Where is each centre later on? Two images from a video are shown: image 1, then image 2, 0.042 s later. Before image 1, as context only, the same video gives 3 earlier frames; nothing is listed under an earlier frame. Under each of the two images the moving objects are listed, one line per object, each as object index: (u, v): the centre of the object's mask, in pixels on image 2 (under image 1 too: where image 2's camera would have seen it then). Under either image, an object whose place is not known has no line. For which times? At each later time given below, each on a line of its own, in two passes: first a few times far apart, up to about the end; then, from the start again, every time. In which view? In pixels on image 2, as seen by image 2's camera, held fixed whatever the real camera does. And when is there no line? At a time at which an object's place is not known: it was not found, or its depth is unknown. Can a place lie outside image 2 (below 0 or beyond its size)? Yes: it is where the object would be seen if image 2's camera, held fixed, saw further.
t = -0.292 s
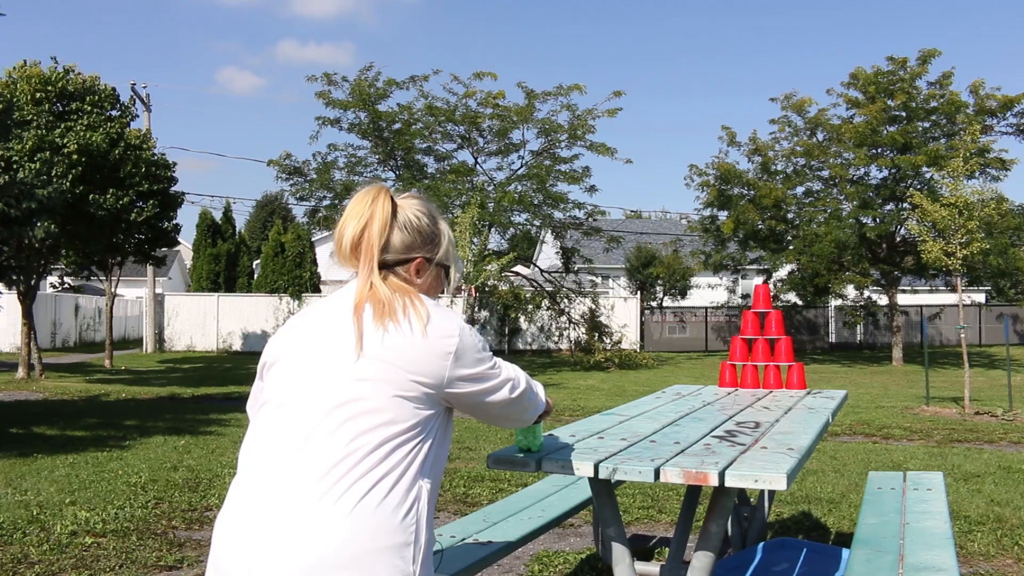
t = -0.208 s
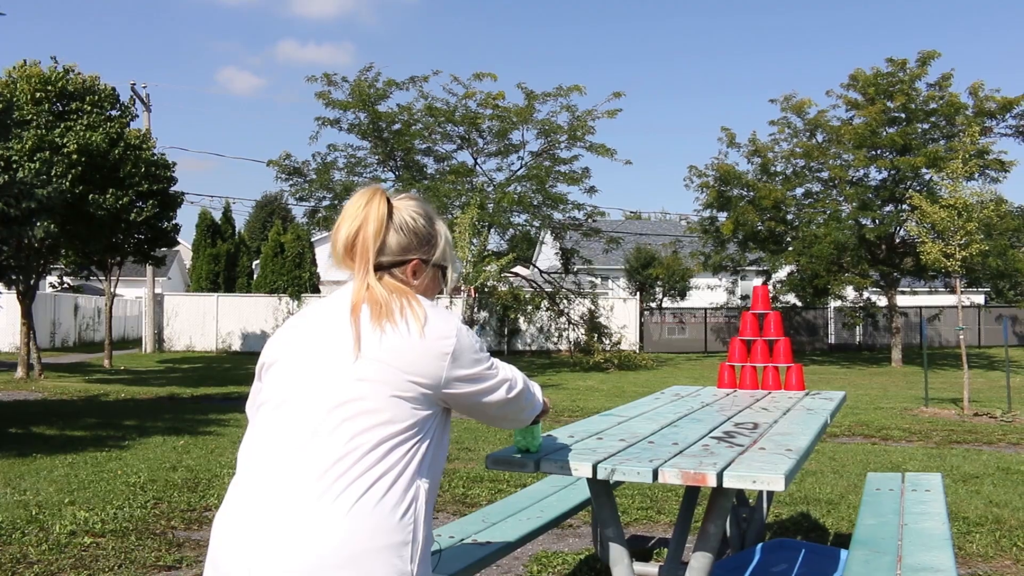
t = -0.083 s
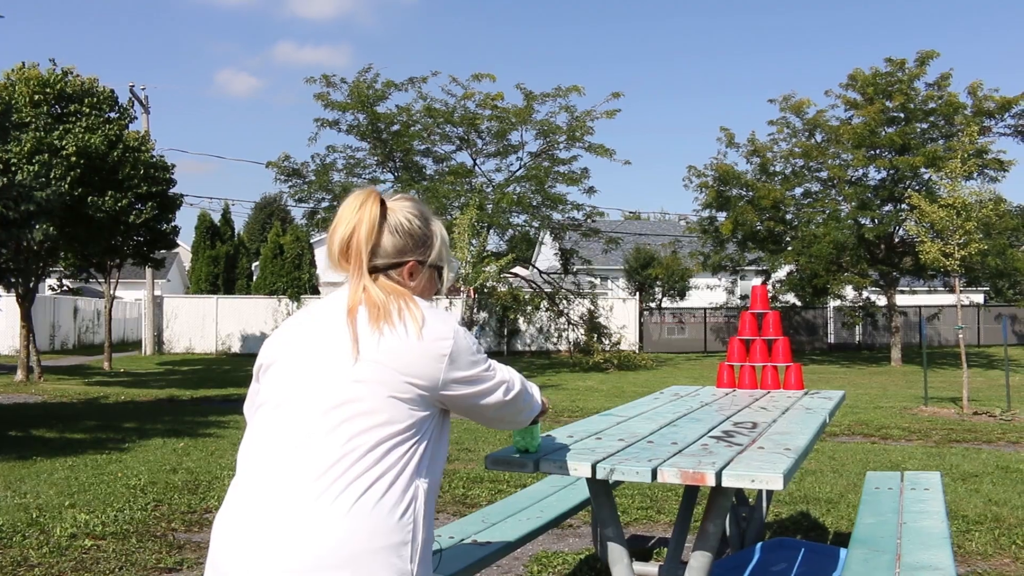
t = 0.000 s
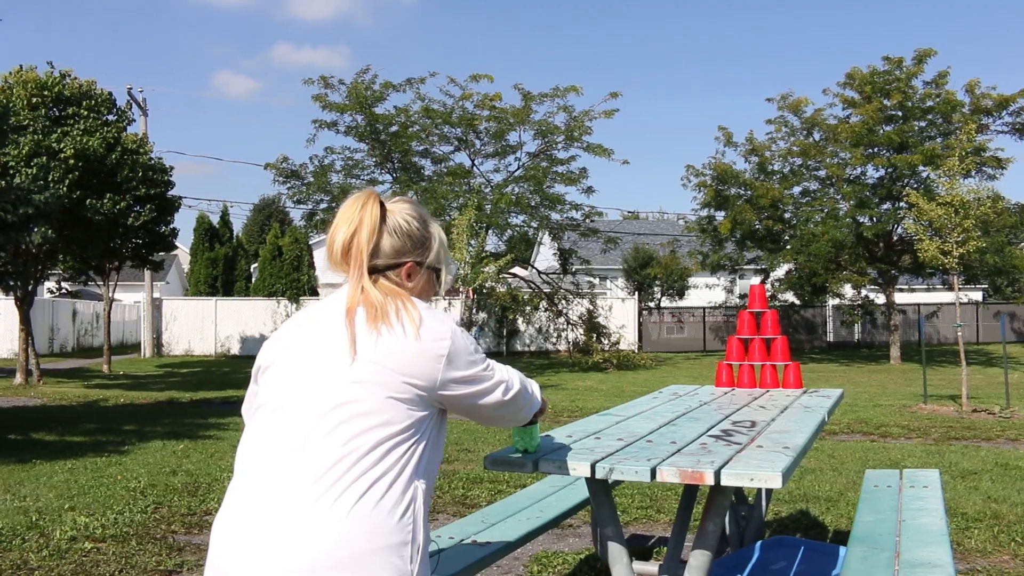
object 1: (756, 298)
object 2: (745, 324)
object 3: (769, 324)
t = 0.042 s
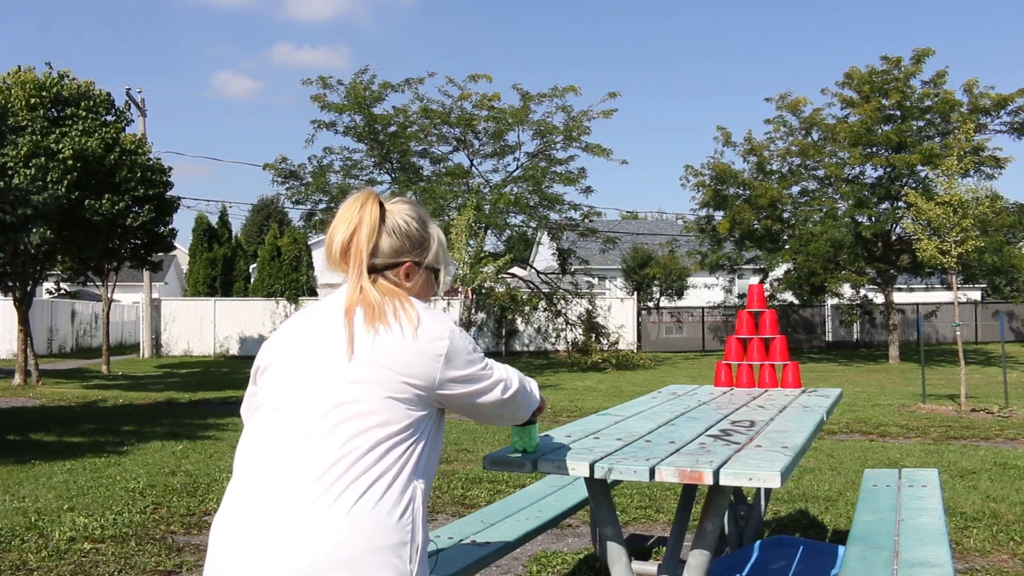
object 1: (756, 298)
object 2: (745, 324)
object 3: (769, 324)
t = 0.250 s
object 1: (752, 298)
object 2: (742, 325)
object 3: (765, 324)
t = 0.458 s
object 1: (742, 303)
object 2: (735, 329)
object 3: (757, 328)
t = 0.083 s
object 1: (756, 298)
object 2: (745, 324)
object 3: (768, 324)
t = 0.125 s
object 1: (755, 298)
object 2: (745, 324)
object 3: (767, 324)
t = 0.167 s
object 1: (754, 298)
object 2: (744, 325)
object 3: (766, 324)
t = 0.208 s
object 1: (753, 298)
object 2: (743, 325)
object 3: (766, 324)
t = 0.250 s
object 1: (752, 298)
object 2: (742, 325)
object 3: (765, 324)
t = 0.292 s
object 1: (750, 298)
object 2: (741, 325)
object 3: (763, 324)
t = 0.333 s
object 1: (749, 298)
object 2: (740, 325)
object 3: (762, 324)
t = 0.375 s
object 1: (747, 299)
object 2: (739, 325)
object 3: (761, 325)
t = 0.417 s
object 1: (745, 300)
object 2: (737, 326)
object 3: (759, 326)
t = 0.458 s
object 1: (742, 303)
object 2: (735, 329)
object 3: (757, 328)
